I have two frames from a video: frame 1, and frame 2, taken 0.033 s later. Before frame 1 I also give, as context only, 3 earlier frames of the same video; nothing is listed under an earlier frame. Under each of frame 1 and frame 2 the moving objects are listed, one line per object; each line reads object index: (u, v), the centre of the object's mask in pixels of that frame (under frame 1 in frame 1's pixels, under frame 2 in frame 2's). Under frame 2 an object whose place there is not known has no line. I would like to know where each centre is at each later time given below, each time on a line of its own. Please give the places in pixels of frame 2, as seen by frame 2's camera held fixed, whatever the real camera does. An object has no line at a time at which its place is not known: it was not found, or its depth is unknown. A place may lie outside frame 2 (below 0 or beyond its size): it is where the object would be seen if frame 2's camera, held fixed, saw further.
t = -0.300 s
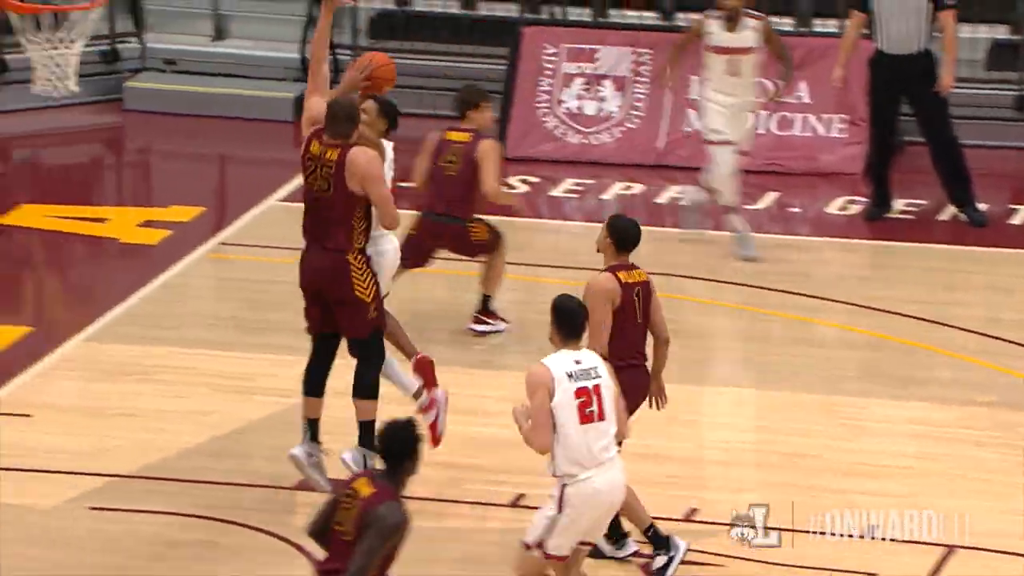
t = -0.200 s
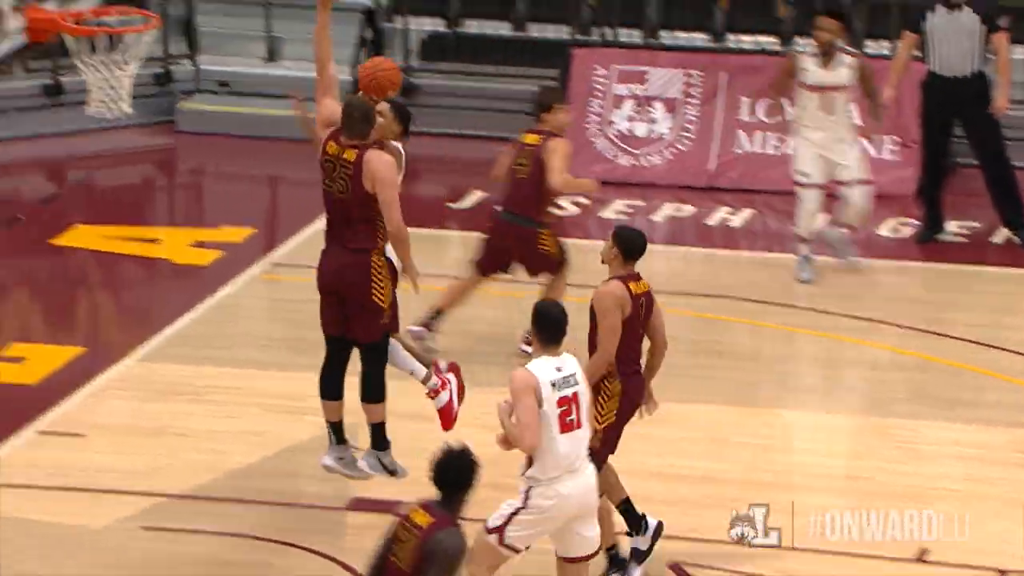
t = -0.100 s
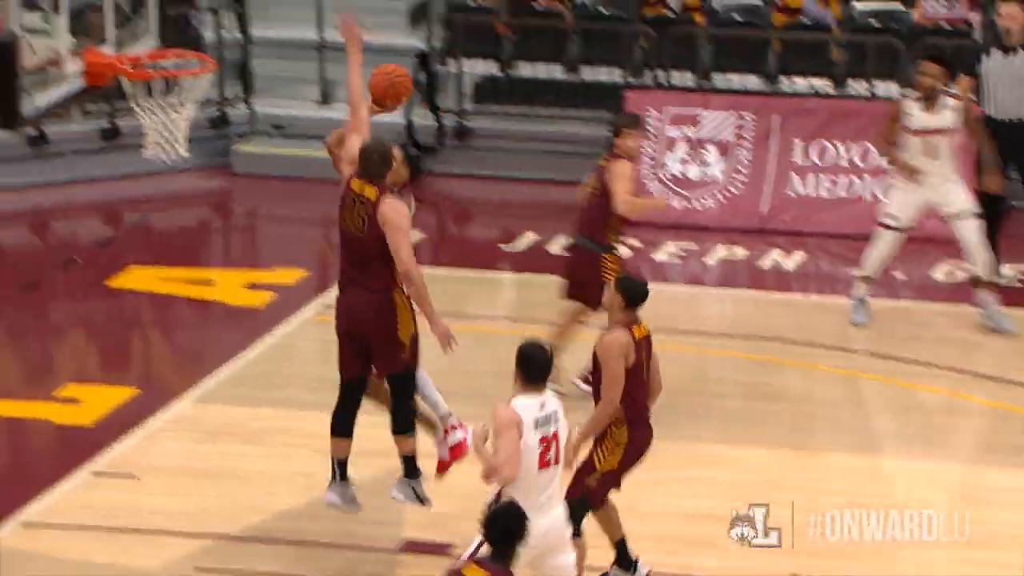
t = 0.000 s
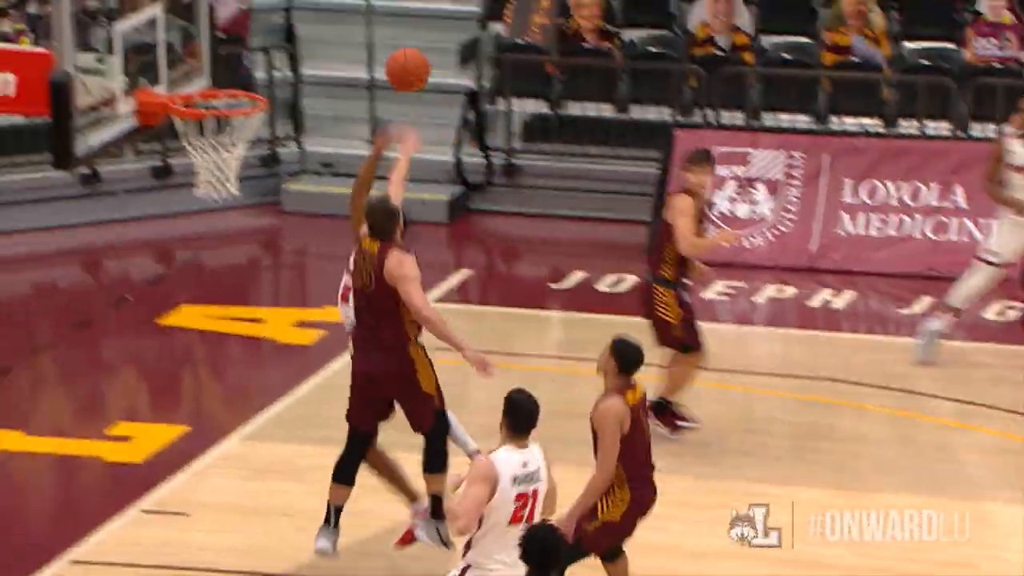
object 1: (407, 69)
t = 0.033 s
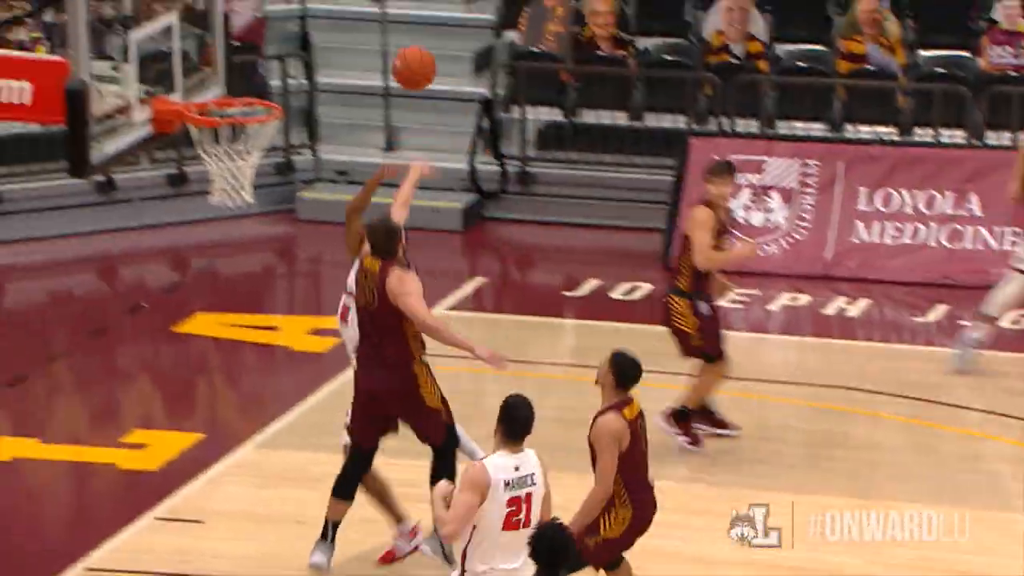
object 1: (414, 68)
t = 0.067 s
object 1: (405, 59)
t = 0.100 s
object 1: (397, 53)
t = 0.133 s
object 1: (390, 50)
